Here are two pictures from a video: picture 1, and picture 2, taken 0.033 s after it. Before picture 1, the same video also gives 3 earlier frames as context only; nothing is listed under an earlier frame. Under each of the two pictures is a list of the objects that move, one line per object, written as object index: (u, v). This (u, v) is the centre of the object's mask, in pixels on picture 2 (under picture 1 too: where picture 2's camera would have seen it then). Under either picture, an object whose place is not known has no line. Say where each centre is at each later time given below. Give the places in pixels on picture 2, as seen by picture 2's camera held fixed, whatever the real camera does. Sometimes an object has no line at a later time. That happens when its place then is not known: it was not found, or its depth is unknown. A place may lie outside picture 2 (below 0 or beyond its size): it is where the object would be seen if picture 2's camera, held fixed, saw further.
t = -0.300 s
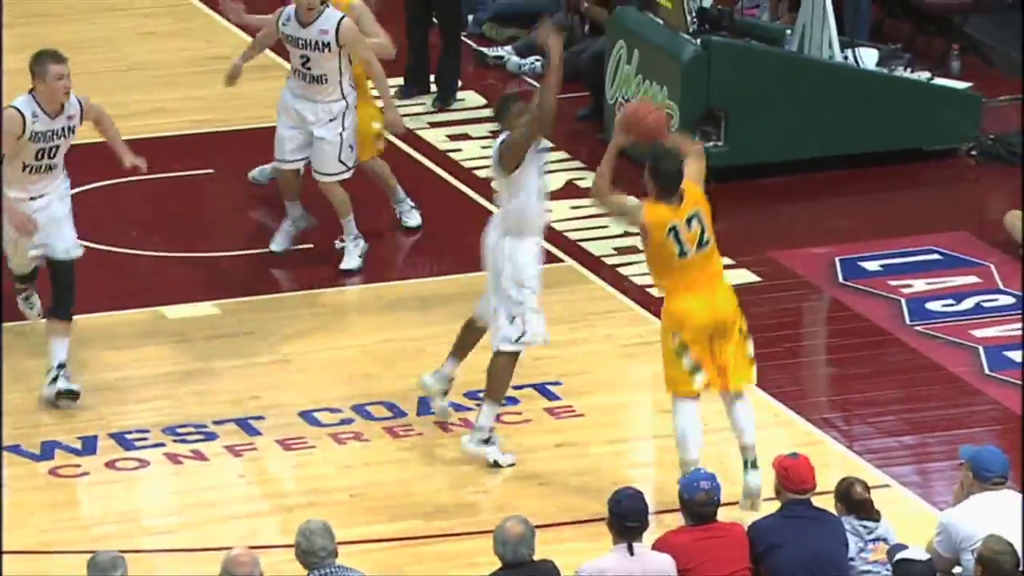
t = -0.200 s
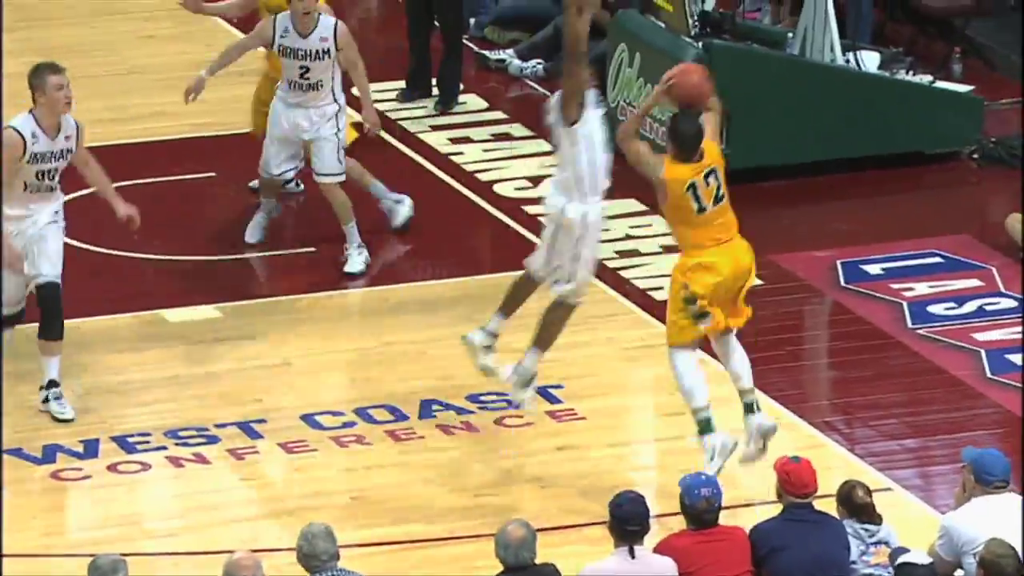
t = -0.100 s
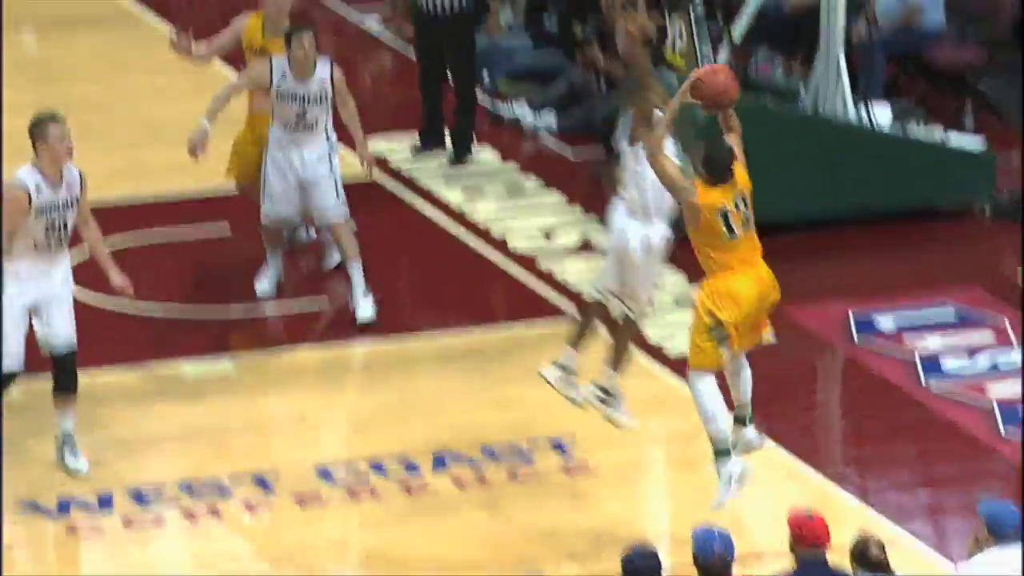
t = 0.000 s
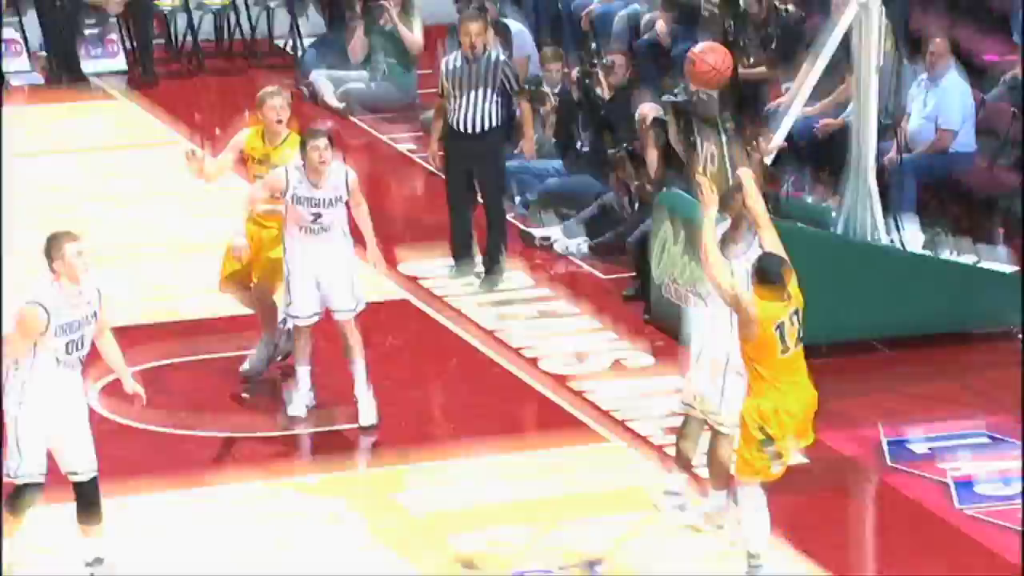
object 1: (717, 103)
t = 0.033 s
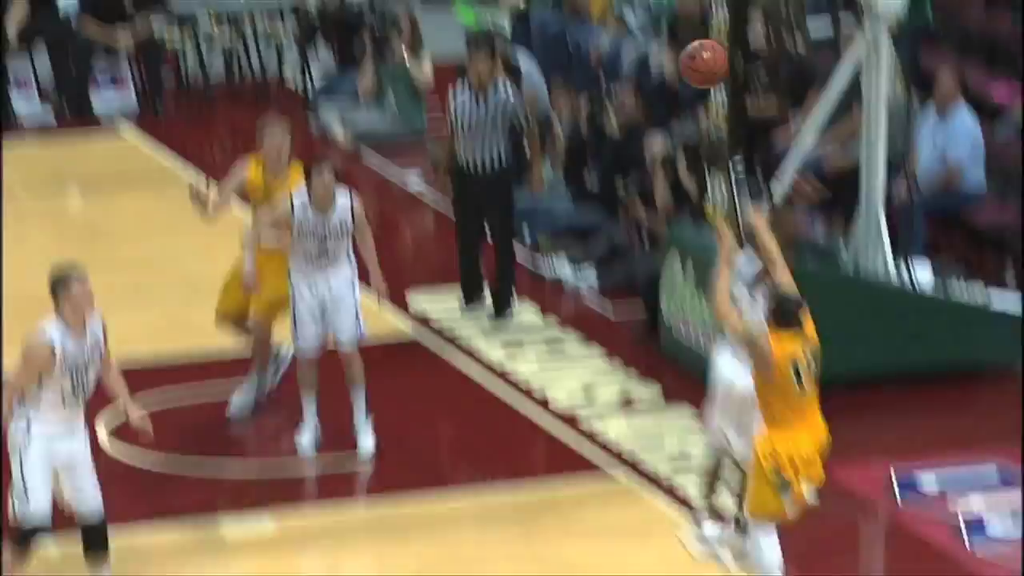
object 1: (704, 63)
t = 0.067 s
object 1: (688, 20)
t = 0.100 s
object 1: (672, -21)
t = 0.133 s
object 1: (656, -60)
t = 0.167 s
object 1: (640, -98)
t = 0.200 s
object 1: (626, -133)
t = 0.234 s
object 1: (611, -164)
